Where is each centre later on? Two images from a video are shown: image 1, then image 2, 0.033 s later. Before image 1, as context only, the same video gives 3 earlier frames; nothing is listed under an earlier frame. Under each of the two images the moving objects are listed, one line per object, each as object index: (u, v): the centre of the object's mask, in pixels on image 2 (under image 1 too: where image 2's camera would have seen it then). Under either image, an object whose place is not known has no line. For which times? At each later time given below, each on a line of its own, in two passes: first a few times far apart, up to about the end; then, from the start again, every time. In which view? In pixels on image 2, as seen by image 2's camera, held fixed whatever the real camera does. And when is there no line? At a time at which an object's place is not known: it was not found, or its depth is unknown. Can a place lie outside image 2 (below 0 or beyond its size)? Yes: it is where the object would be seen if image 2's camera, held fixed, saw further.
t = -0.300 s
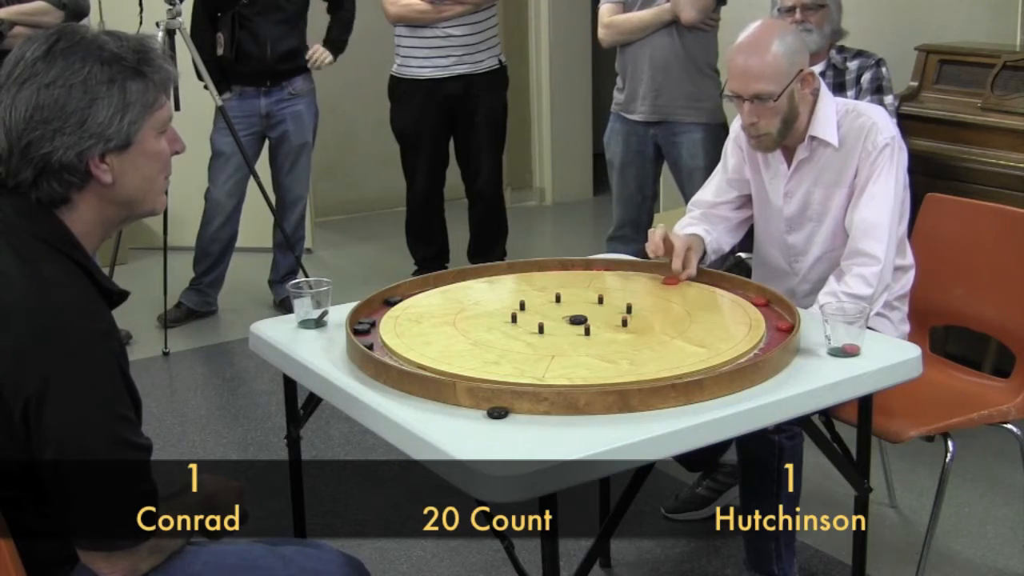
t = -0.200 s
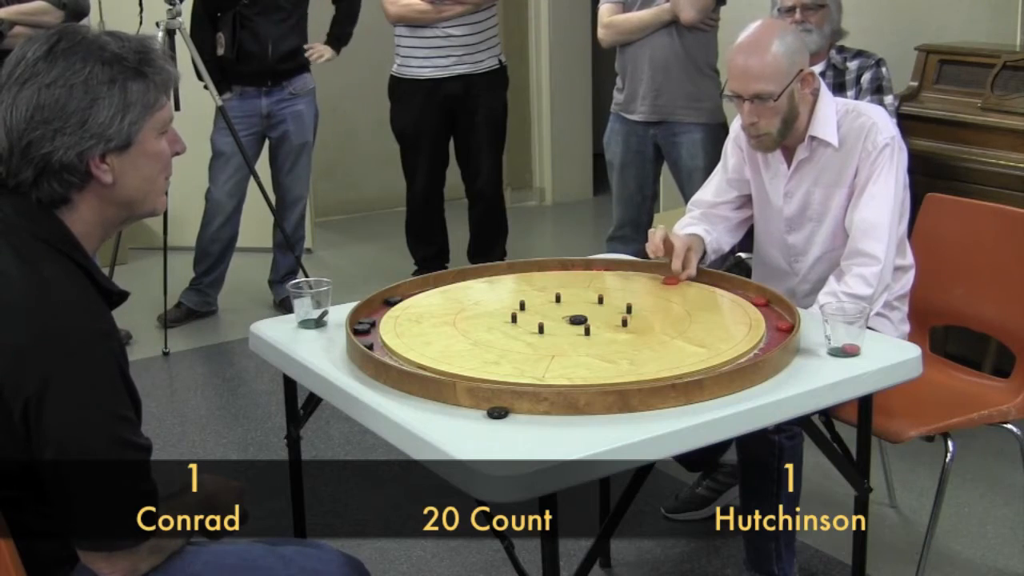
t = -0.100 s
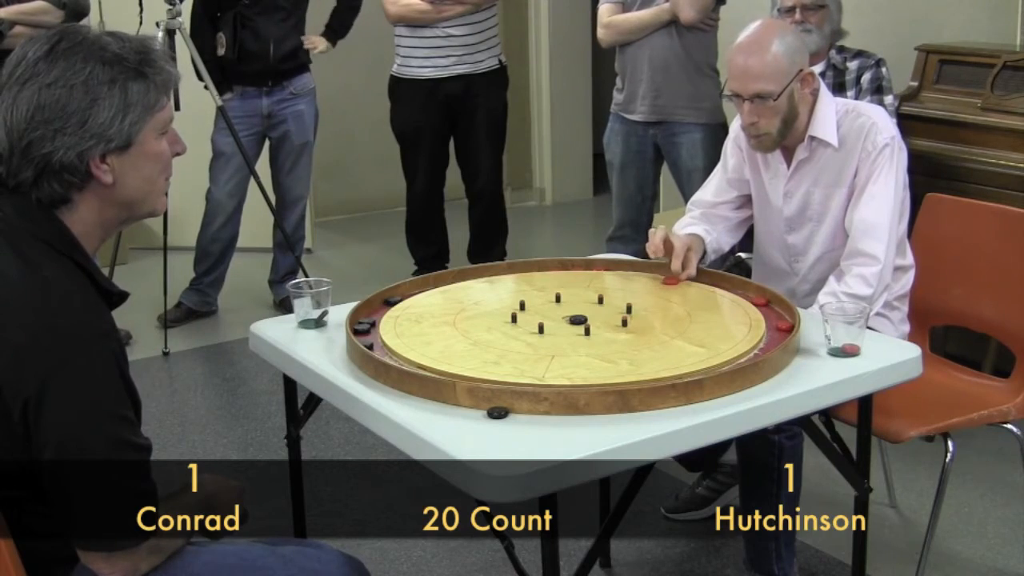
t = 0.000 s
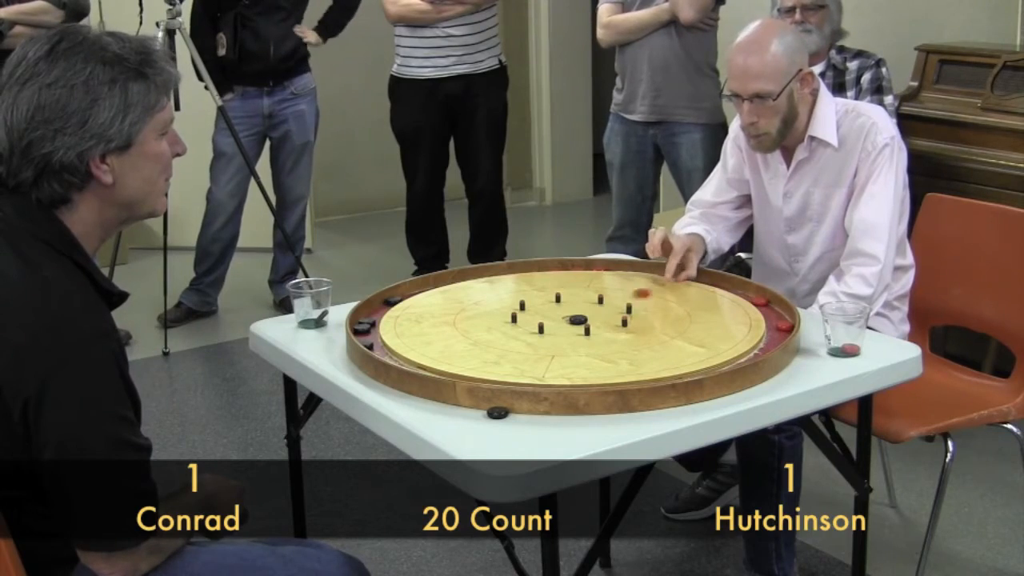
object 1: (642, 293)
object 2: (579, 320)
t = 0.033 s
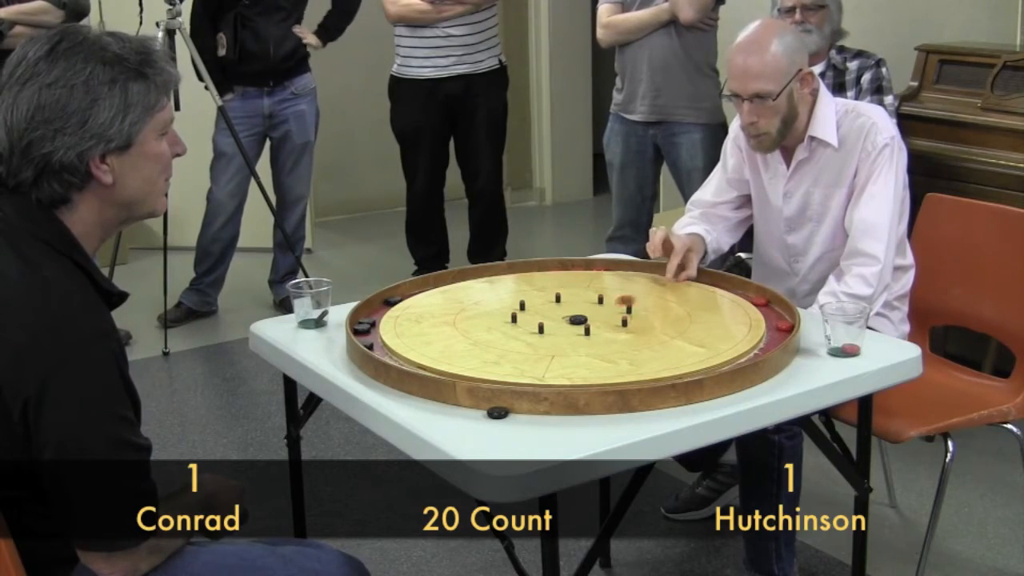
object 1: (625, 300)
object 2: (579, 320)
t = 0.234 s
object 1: (589, 318)
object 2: (573, 326)
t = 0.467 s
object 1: (590, 320)
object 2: (555, 305)
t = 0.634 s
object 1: (590, 320)
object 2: (538, 304)
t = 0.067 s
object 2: (579, 320)
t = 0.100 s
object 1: (593, 314)
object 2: (579, 320)
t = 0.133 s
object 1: (589, 316)
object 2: (563, 325)
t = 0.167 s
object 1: (589, 316)
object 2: (557, 329)
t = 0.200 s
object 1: (589, 317)
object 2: (575, 330)
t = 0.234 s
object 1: (589, 318)
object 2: (573, 326)
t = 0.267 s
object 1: (589, 318)
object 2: (570, 321)
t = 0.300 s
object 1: (589, 319)
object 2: (567, 319)
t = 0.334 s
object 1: (590, 319)
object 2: (564, 315)
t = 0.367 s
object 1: (590, 320)
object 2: (561, 312)
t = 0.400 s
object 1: (590, 320)
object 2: (559, 310)
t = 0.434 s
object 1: (590, 320)
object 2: (557, 307)
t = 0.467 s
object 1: (590, 320)
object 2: (555, 305)
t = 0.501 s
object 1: (590, 320)
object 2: (553, 303)
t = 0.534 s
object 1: (590, 320)
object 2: (549, 303)
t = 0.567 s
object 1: (590, 320)
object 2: (545, 303)
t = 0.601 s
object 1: (590, 320)
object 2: (541, 304)
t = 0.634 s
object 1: (590, 320)
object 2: (538, 304)
